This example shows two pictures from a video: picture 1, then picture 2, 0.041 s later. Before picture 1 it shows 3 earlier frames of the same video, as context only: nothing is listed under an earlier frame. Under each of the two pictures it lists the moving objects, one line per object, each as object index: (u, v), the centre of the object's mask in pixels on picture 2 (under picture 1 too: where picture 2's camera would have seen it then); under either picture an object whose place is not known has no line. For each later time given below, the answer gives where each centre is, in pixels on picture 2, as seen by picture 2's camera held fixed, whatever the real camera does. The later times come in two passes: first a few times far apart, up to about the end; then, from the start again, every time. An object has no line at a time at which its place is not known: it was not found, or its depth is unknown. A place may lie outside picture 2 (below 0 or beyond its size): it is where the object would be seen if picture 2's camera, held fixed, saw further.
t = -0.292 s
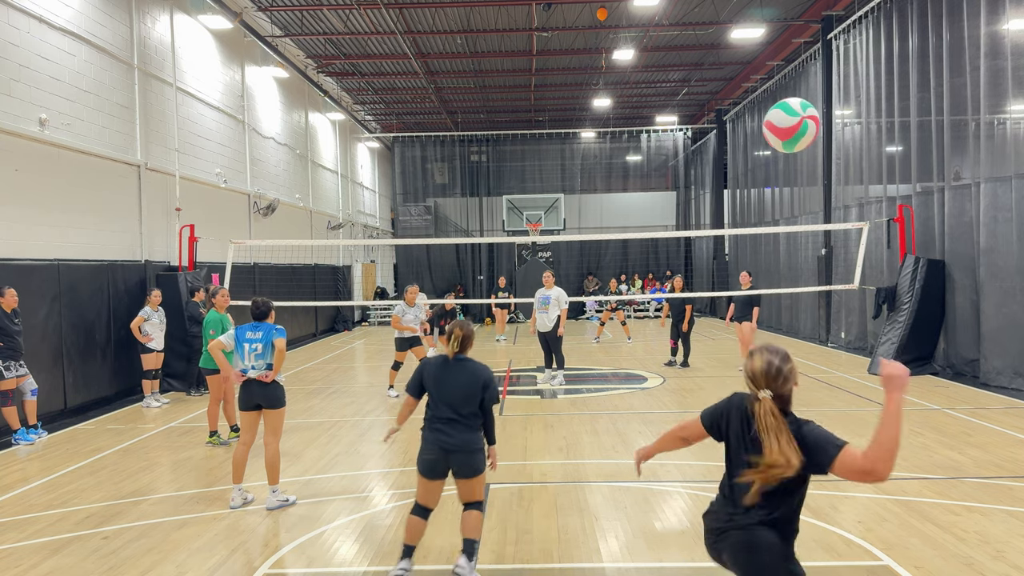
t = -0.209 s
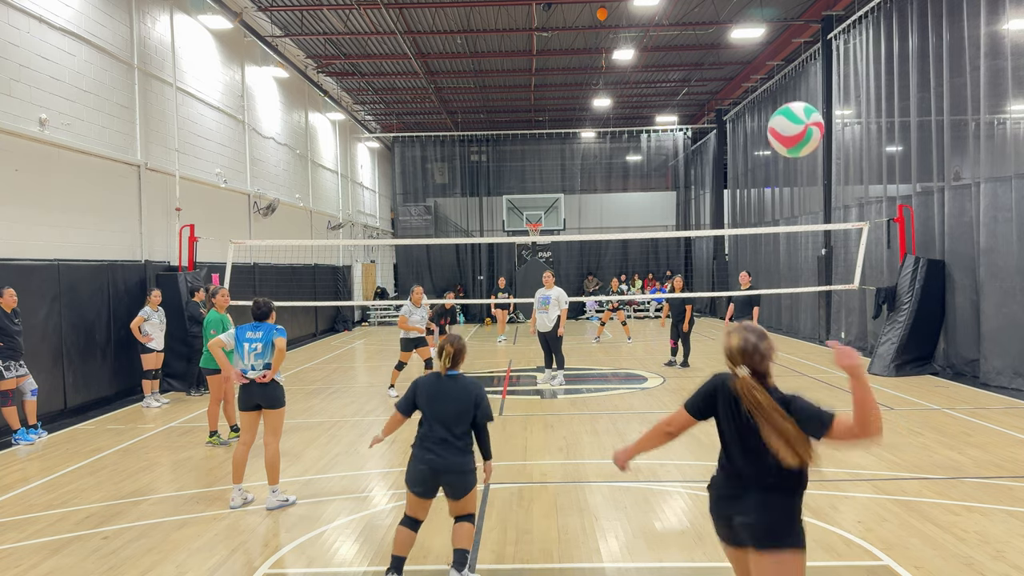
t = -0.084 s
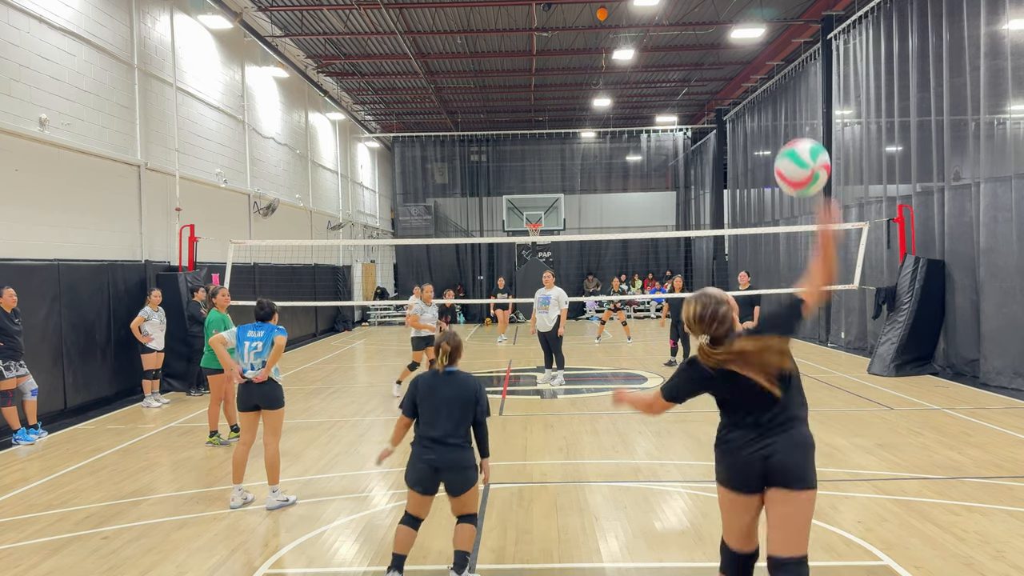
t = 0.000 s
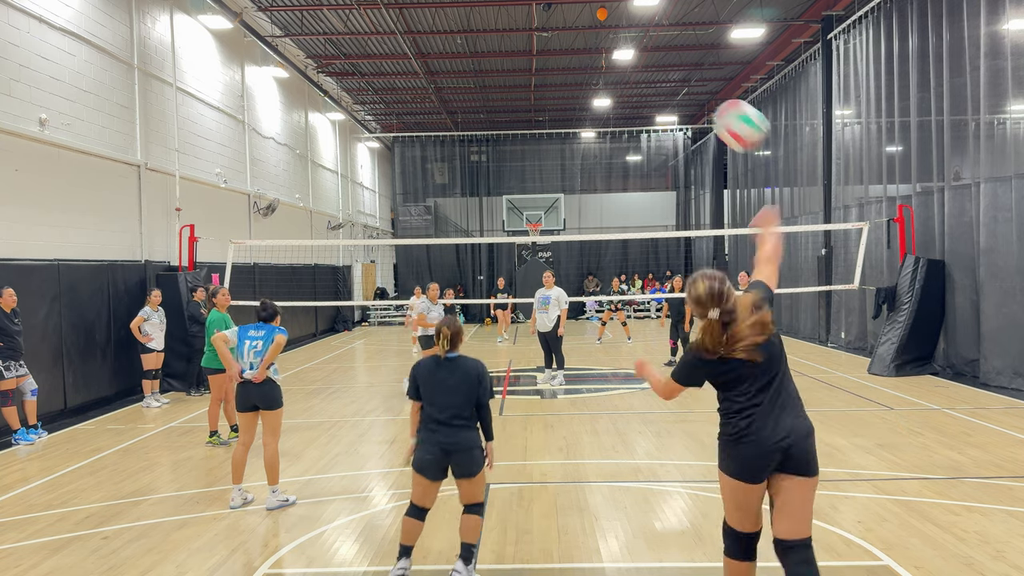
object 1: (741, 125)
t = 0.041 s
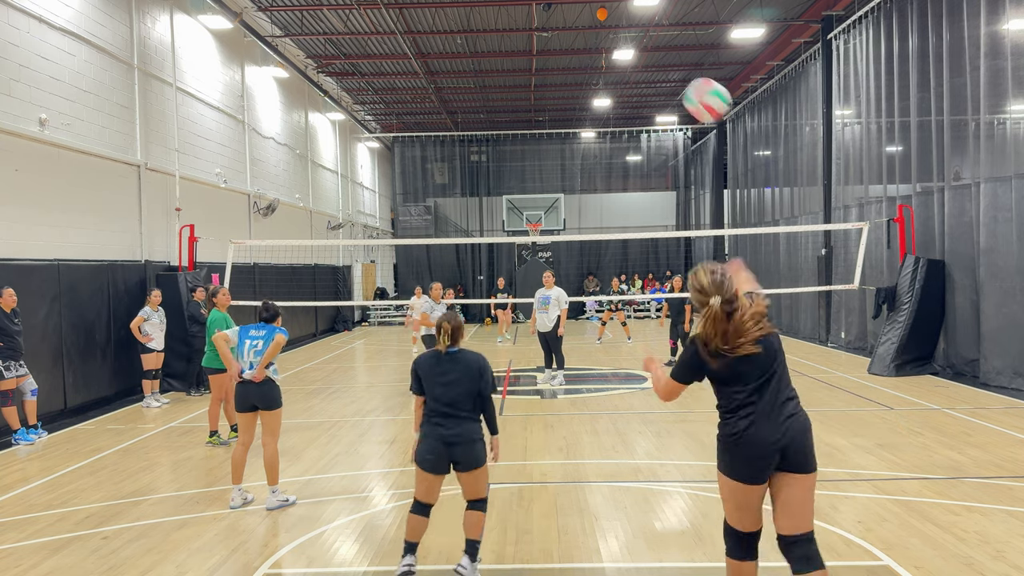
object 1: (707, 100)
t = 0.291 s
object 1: (604, 57)
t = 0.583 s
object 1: (562, 92)
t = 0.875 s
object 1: (543, 154)
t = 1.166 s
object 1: (535, 231)
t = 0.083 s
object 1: (681, 83)
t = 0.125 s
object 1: (659, 71)
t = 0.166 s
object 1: (643, 64)
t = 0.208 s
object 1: (627, 59)
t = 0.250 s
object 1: (615, 57)
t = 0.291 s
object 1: (604, 57)
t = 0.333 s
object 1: (597, 59)
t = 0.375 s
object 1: (589, 62)
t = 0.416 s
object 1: (582, 66)
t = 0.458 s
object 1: (576, 71)
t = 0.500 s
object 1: (571, 77)
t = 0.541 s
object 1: (566, 84)
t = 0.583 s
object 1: (562, 92)
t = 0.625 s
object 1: (559, 100)
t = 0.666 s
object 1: (555, 108)
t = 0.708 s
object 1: (553, 117)
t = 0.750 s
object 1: (550, 126)
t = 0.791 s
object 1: (548, 135)
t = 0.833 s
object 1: (546, 144)
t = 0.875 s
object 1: (543, 154)
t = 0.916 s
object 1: (542, 164)
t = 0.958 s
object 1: (540, 175)
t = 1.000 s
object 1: (538, 185)
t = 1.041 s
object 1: (537, 197)
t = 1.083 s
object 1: (535, 207)
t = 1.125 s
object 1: (533, 217)
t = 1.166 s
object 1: (535, 231)
